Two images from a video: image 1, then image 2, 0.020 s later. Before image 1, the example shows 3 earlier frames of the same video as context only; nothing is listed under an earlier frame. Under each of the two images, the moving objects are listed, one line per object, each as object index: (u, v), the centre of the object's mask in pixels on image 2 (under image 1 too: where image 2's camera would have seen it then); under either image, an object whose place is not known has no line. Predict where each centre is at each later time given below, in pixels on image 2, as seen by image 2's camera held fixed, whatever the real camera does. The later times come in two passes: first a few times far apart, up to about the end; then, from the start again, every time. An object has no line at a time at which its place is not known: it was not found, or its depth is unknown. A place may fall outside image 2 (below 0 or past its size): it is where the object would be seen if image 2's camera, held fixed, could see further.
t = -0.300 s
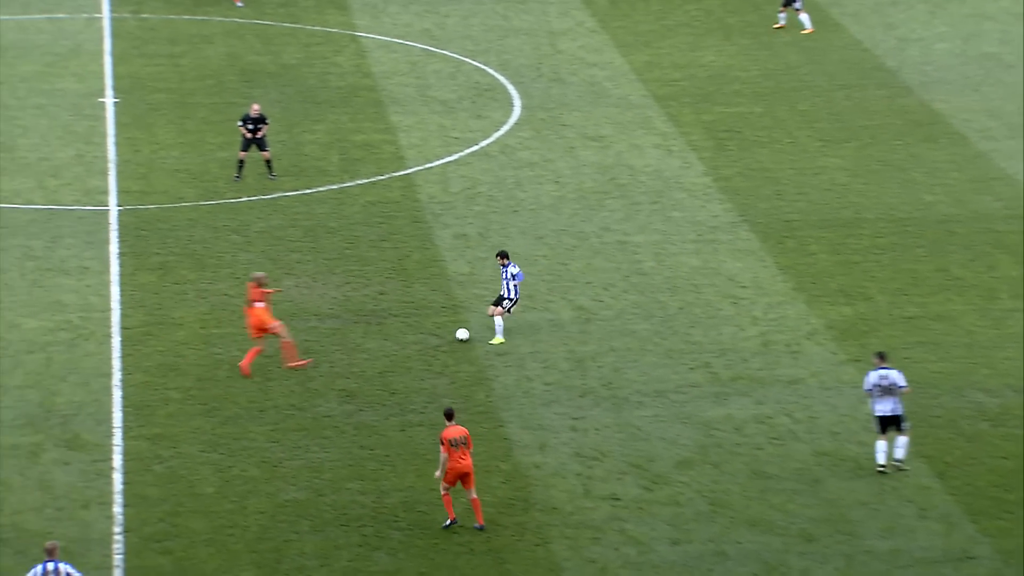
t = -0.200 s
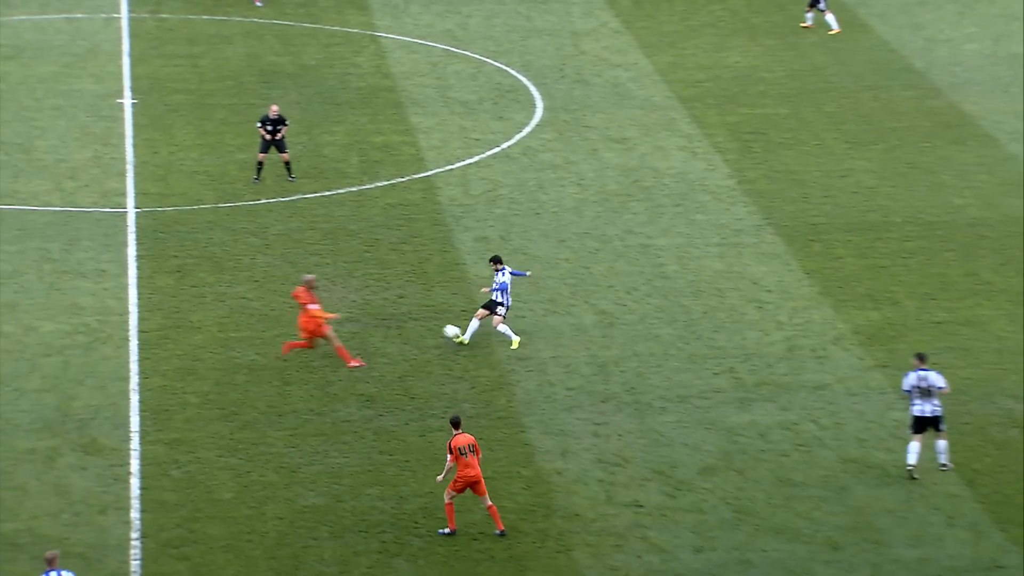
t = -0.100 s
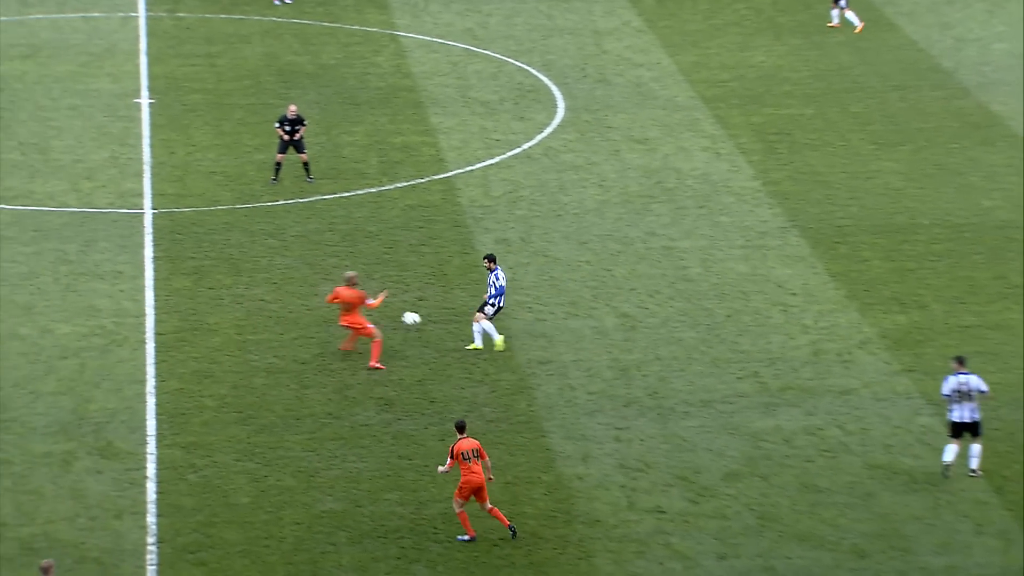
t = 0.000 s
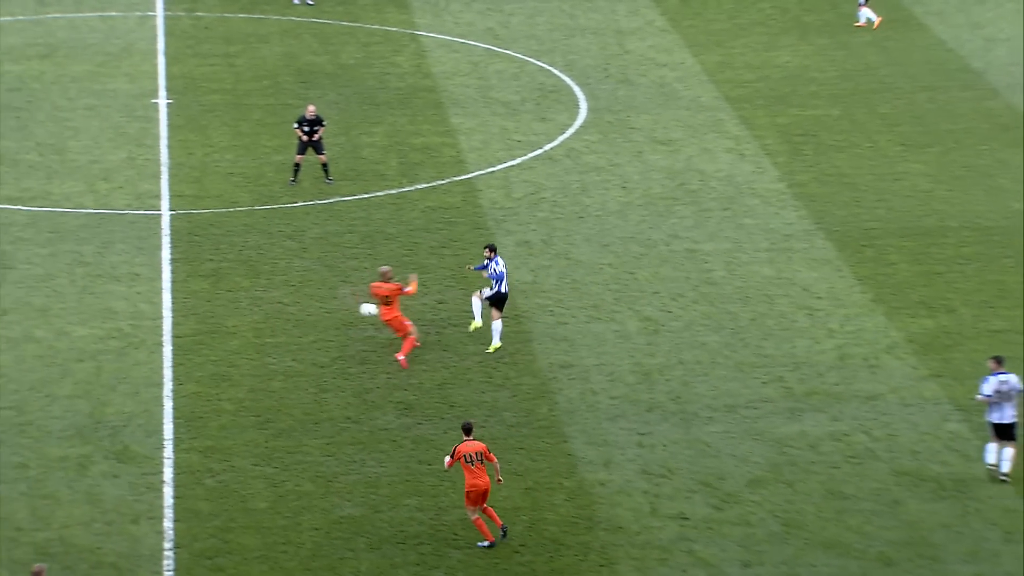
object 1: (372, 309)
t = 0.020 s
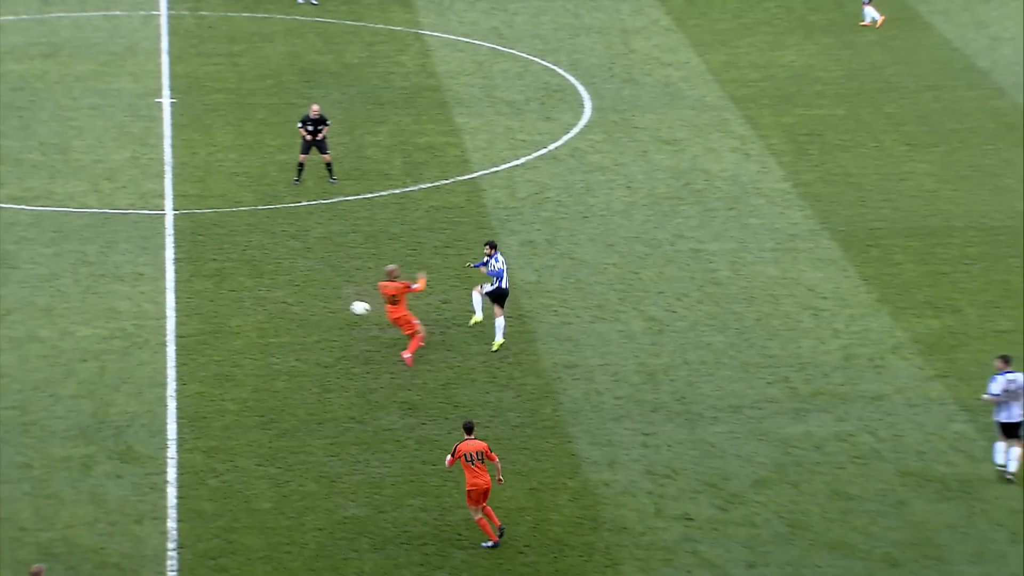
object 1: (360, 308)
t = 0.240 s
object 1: (220, 301)
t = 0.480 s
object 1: (61, 321)
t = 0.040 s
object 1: (348, 306)
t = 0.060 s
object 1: (335, 304)
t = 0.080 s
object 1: (322, 304)
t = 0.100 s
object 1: (309, 302)
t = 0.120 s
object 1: (297, 301)
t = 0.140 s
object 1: (284, 301)
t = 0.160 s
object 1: (271, 300)
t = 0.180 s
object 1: (258, 300)
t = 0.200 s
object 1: (246, 300)
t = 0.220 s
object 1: (233, 300)
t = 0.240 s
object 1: (220, 301)
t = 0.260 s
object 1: (207, 301)
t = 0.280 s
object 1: (194, 302)
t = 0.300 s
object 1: (181, 303)
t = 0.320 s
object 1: (167, 305)
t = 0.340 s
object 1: (154, 306)
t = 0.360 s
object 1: (141, 307)
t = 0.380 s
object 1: (127, 309)
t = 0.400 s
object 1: (114, 311)
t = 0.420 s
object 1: (101, 313)
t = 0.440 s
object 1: (87, 316)
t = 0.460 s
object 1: (74, 319)
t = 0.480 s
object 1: (61, 321)
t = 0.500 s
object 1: (47, 325)
